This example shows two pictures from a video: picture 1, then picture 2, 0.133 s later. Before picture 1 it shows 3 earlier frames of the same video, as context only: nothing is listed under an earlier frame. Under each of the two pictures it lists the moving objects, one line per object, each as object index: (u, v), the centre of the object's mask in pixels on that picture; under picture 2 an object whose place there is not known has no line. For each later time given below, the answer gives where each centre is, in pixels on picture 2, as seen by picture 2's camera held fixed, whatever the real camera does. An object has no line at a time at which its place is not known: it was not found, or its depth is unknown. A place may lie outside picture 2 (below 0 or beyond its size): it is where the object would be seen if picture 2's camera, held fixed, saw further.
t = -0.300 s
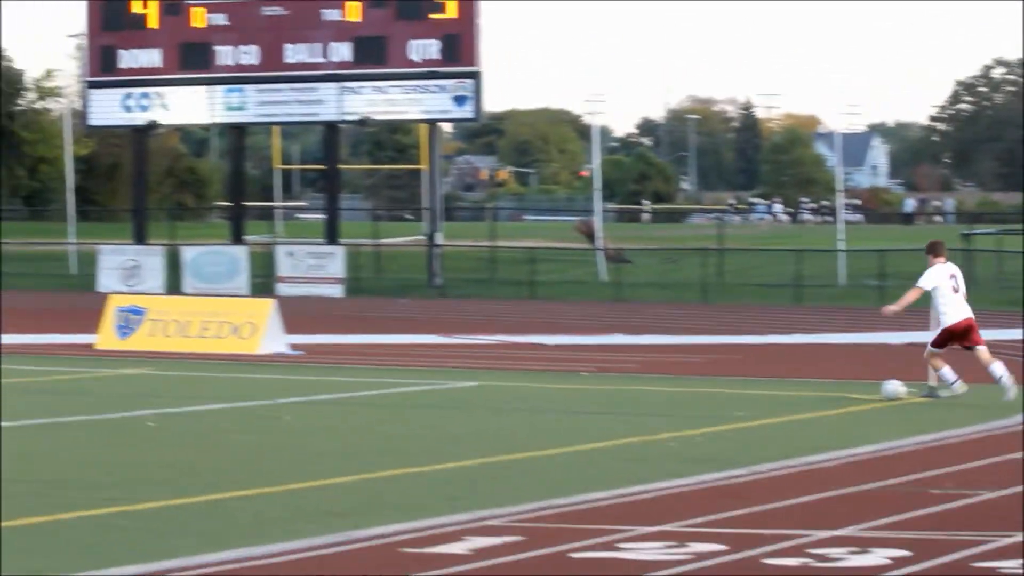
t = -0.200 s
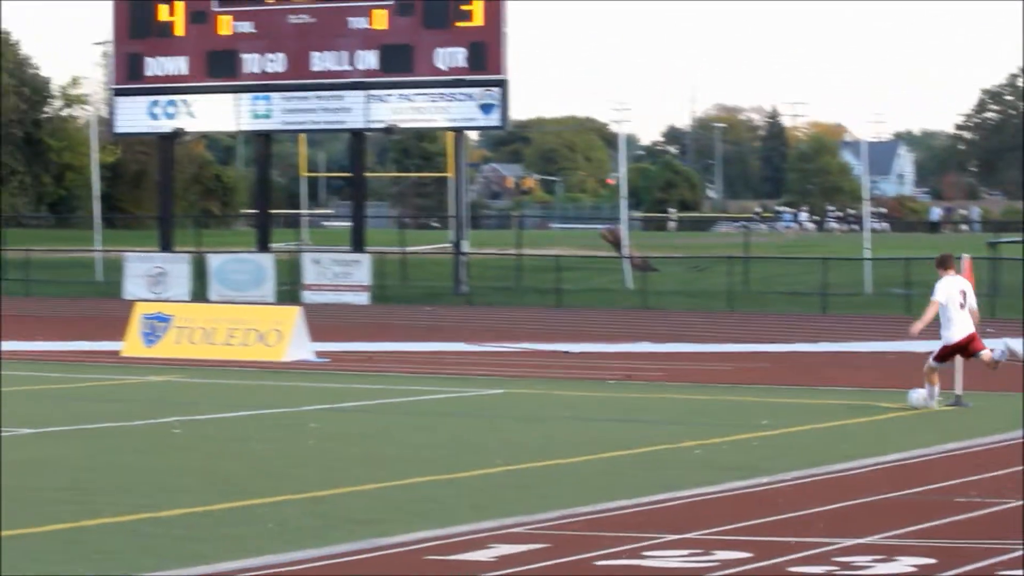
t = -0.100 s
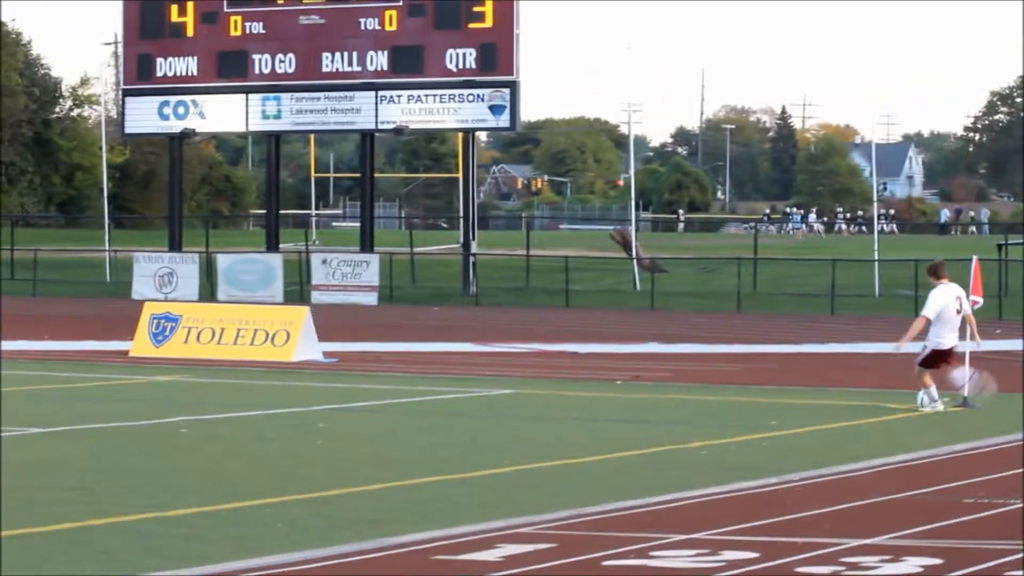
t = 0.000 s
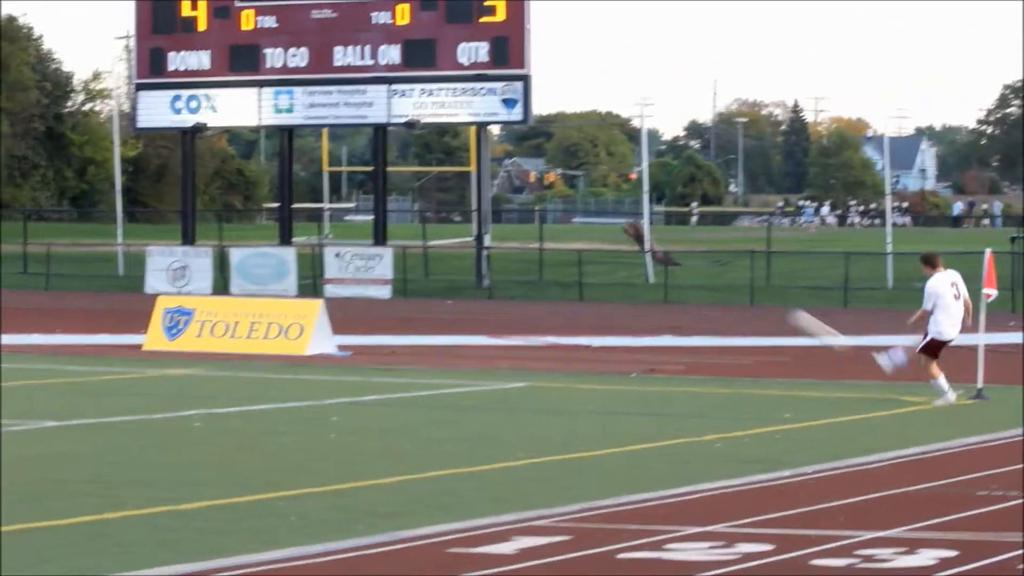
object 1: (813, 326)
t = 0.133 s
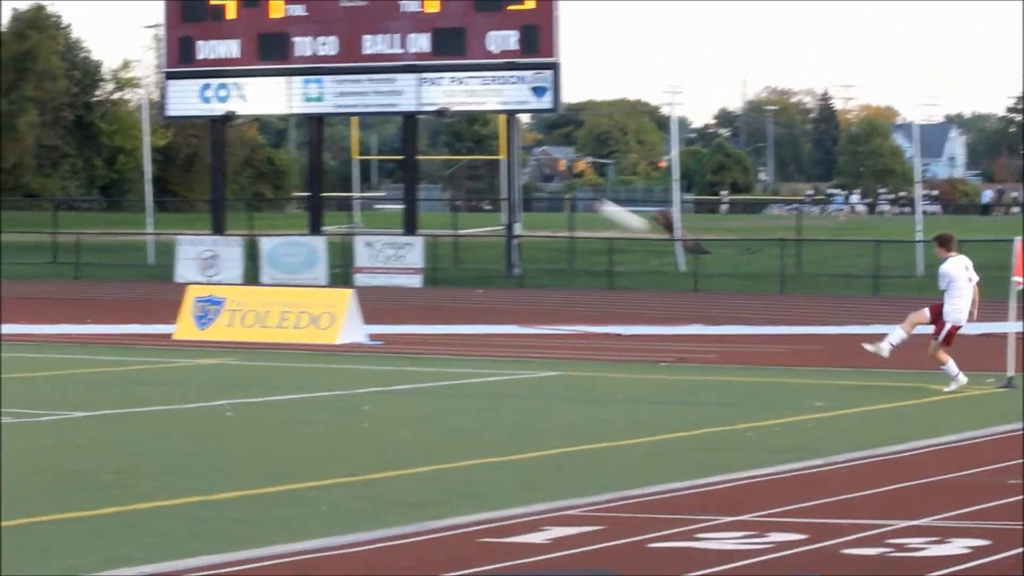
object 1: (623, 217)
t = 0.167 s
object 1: (567, 194)
